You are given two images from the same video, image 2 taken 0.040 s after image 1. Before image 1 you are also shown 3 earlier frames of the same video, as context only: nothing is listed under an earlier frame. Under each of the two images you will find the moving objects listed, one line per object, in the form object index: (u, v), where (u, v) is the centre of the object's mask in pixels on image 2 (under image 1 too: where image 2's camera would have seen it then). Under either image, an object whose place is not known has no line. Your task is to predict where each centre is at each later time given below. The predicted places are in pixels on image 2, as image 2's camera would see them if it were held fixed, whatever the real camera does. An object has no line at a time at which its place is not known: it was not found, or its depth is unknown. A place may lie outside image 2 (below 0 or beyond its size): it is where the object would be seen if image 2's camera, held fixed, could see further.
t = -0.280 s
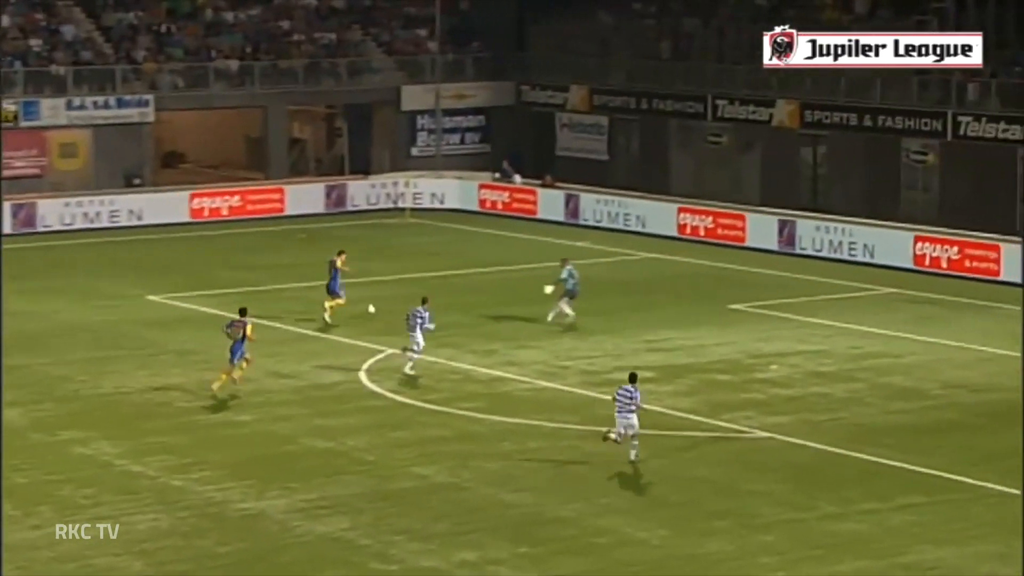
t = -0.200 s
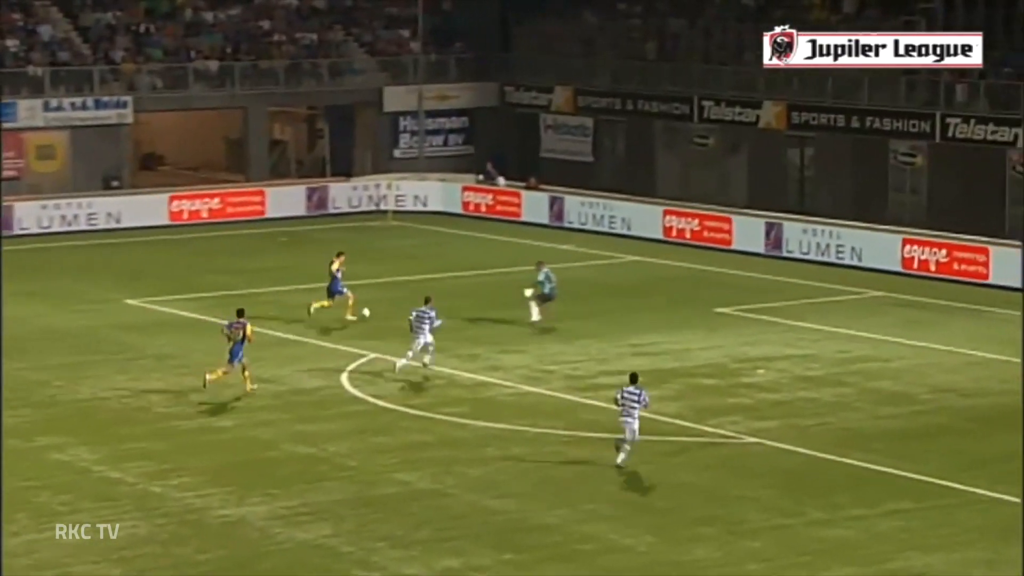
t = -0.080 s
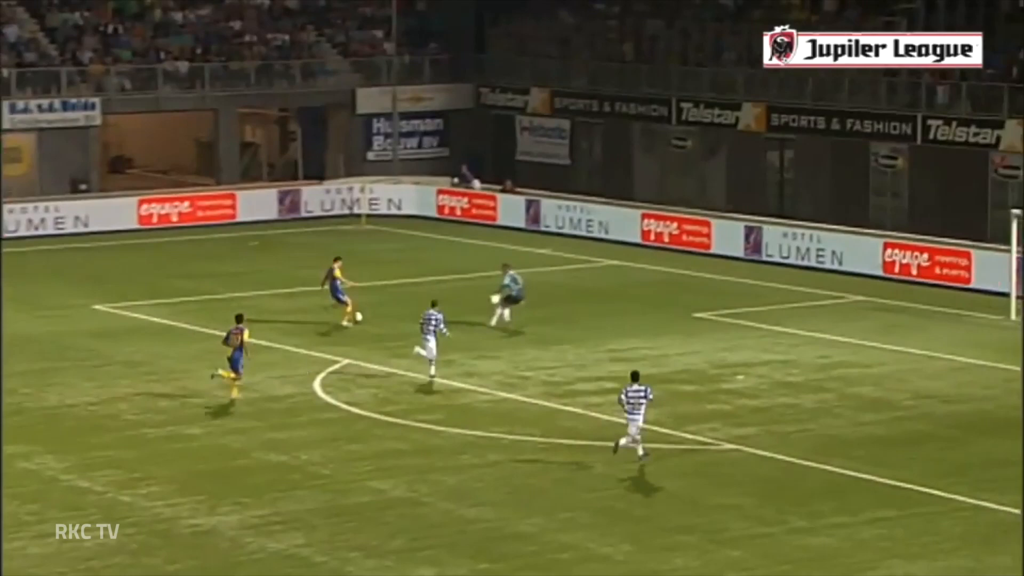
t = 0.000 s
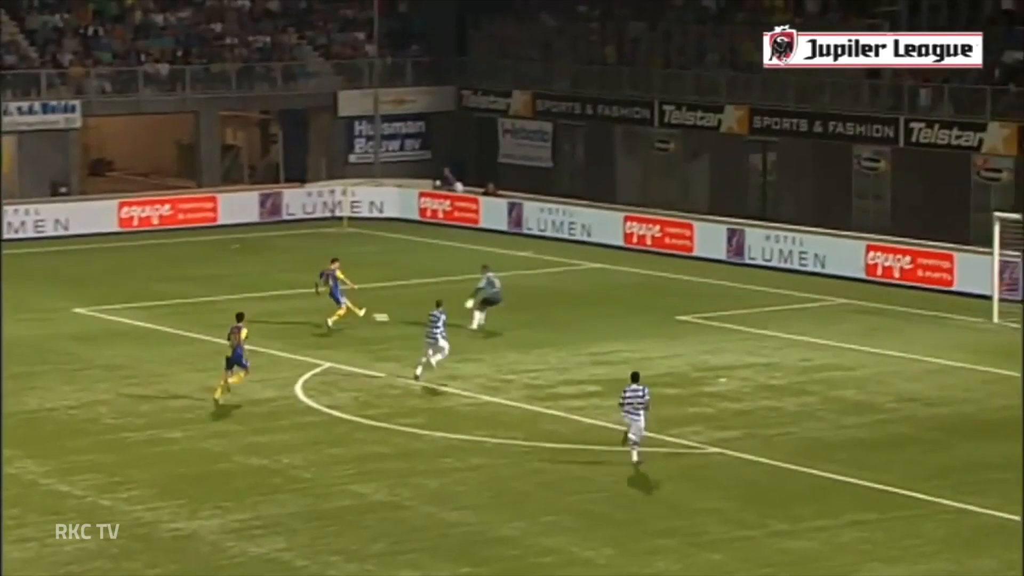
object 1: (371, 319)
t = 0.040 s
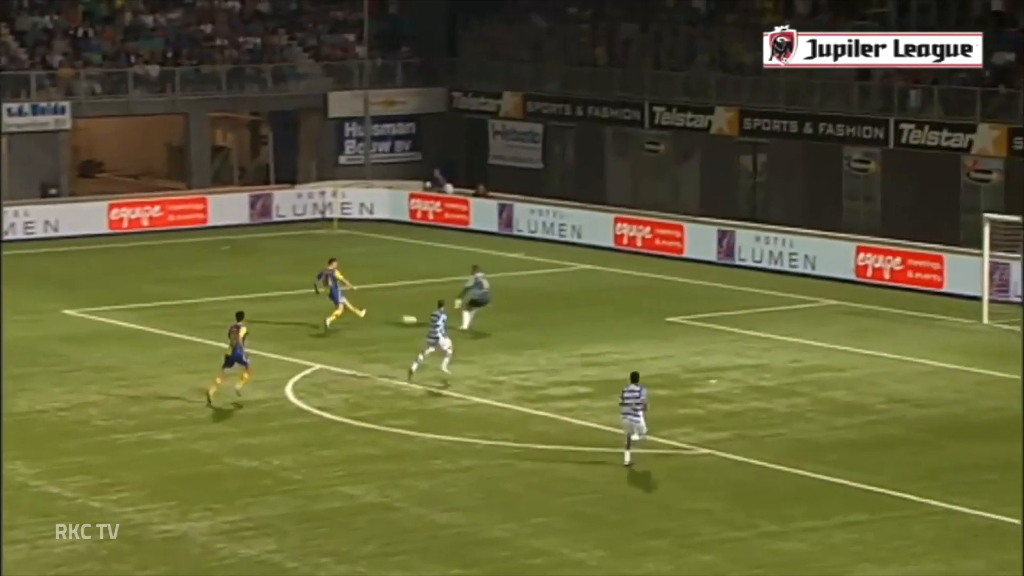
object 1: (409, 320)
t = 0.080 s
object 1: (464, 321)
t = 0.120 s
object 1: (480, 322)
